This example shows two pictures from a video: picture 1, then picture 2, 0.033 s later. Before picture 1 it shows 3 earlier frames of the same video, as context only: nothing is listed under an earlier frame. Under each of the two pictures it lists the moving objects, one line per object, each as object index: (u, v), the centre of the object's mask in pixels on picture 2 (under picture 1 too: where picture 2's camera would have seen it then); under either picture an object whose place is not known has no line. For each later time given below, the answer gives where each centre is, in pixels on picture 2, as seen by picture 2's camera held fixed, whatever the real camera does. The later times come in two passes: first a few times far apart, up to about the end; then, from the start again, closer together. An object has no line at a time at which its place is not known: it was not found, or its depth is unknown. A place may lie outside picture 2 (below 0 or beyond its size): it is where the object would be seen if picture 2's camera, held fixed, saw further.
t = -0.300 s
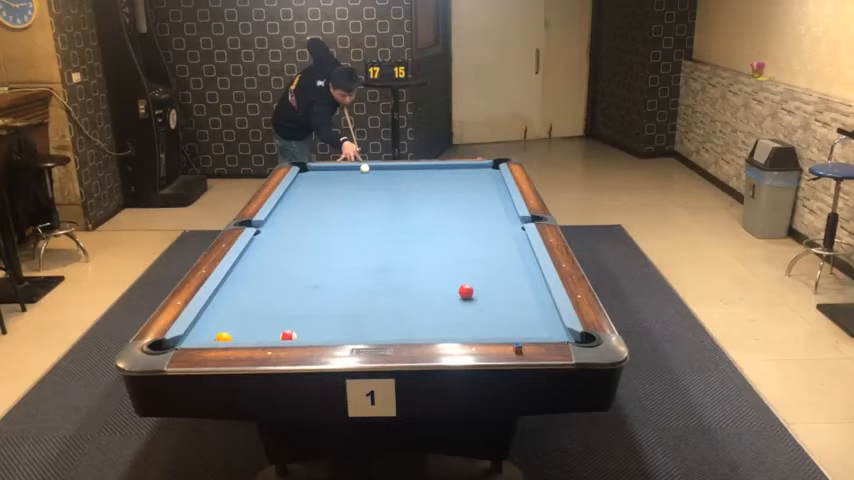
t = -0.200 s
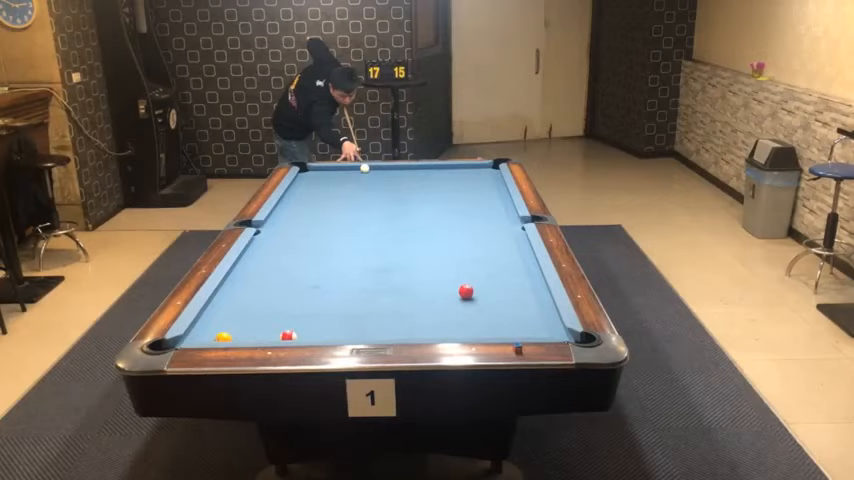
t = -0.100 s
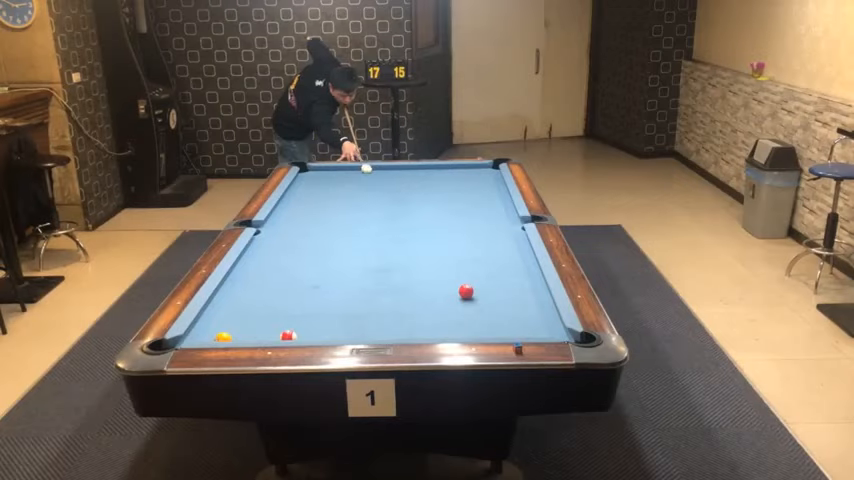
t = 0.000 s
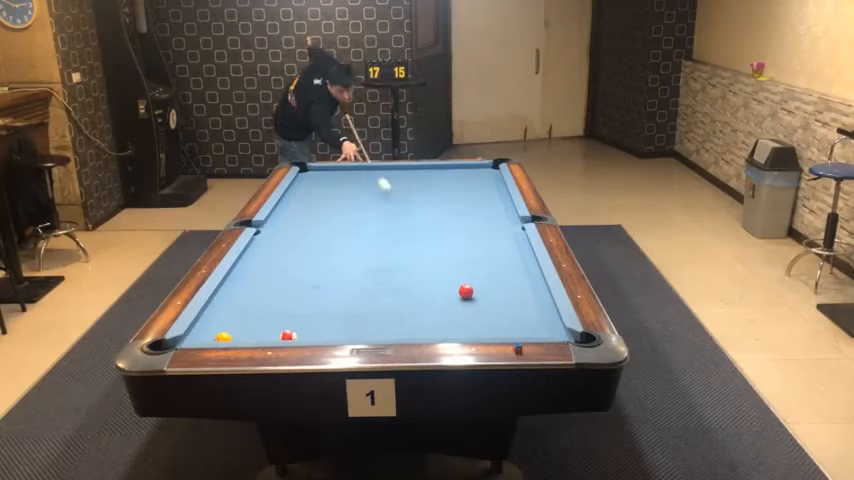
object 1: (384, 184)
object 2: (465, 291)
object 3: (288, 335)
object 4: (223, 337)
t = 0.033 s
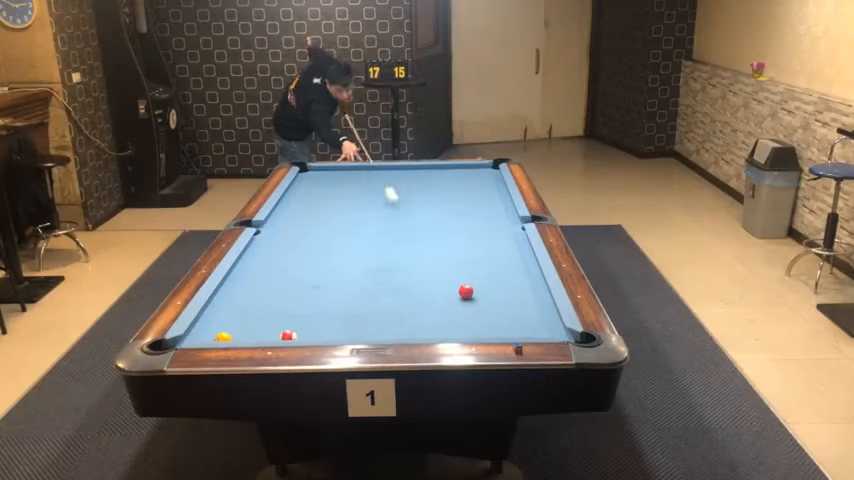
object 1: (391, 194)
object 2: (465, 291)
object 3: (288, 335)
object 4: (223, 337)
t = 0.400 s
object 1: (440, 292)
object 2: (530, 324)
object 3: (288, 335)
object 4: (223, 337)
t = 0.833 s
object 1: (369, 317)
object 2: (491, 247)
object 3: (288, 335)
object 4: (223, 337)
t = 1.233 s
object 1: (303, 336)
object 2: (448, 207)
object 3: (281, 336)
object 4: (223, 337)
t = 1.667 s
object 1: (264, 331)
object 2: (415, 177)
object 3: (240, 336)
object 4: (222, 337)
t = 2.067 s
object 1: (233, 321)
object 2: (373, 174)
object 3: (236, 334)
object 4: (209, 337)
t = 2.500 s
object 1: (205, 317)
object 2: (309, 188)
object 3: (235, 333)
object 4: (197, 337)
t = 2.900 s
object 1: (225, 309)
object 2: (303, 201)
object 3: (235, 333)
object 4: (191, 338)
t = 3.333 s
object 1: (243, 301)
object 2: (331, 214)
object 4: (189, 338)
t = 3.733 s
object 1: (258, 296)
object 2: (360, 226)
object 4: (189, 338)
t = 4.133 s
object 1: (268, 292)
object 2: (389, 239)
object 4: (189, 338)
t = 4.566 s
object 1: (277, 289)
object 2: (424, 255)
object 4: (189, 338)
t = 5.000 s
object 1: (282, 288)
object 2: (460, 272)
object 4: (189, 338)
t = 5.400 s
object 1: (285, 287)
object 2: (496, 288)
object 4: (189, 338)
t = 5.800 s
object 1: (285, 287)
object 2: (535, 305)
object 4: (189, 338)
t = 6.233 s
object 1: (285, 287)
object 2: (542, 319)
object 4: (189, 338)
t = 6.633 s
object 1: (285, 287)
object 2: (530, 327)
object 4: (189, 338)
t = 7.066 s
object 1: (285, 287)
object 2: (518, 332)
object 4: (189, 338)
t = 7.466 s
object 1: (285, 287)
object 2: (509, 331)
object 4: (189, 338)
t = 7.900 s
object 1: (285, 287)
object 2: (503, 329)
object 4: (189, 338)
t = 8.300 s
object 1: (285, 287)
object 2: (501, 328)
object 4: (189, 338)
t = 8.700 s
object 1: (285, 287)
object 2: (501, 328)
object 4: (189, 338)
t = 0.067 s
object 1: (398, 207)
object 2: (465, 291)
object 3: (288, 335)
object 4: (223, 337)
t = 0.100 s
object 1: (406, 216)
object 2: (465, 291)
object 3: (288, 335)
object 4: (223, 337)
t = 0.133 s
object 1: (415, 225)
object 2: (466, 291)
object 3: (288, 335)
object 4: (223, 337)
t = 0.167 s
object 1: (424, 237)
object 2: (466, 291)
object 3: (288, 335)
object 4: (223, 337)
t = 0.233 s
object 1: (444, 264)
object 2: (466, 291)
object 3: (288, 335)
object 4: (223, 337)
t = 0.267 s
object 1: (456, 278)
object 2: (466, 292)
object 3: (288, 335)
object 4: (223, 337)
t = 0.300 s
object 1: (456, 287)
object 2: (479, 302)
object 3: (287, 335)
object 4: (223, 337)
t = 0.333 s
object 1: (451, 289)
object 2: (502, 319)
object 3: (287, 335)
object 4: (223, 337)
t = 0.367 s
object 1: (446, 291)
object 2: (523, 331)
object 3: (287, 335)
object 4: (223, 337)
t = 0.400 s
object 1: (440, 292)
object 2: (530, 324)
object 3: (288, 335)
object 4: (223, 337)
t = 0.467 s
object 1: (430, 296)
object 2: (541, 304)
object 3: (287, 335)
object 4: (223, 337)
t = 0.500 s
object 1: (424, 298)
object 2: (544, 297)
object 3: (287, 335)
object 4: (223, 337)
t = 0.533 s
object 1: (419, 300)
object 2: (537, 290)
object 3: (287, 335)
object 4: (223, 337)
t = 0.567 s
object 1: (414, 302)
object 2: (531, 285)
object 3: (287, 335)
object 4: (223, 337)
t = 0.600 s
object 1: (408, 303)
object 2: (525, 279)
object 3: (287, 335)
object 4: (223, 337)
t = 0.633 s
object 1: (403, 305)
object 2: (520, 274)
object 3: (287, 335)
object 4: (223, 337)
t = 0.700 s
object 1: (392, 309)
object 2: (509, 265)
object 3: (287, 335)
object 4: (223, 337)
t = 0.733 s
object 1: (387, 311)
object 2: (504, 260)
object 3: (288, 335)
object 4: (223, 337)
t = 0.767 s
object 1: (381, 313)
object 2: (500, 256)
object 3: (287, 335)
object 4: (223, 337)
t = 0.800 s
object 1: (375, 315)
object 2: (495, 251)
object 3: (288, 335)
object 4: (223, 337)
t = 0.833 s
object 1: (369, 317)
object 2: (491, 247)
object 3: (288, 335)
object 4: (223, 337)
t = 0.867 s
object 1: (363, 319)
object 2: (486, 243)
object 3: (288, 335)
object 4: (223, 337)
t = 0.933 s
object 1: (352, 323)
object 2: (478, 235)
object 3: (288, 335)
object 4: (223, 337)
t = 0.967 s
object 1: (346, 325)
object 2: (474, 232)
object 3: (288, 335)
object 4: (223, 337)
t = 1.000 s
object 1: (340, 327)
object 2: (471, 229)
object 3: (287, 335)
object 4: (223, 337)
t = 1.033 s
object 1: (334, 329)
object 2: (467, 226)
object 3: (288, 335)
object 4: (223, 337)
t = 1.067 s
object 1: (328, 330)
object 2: (464, 222)
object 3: (288, 335)
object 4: (223, 337)
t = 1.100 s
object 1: (322, 331)
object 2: (460, 220)
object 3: (287, 335)
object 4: (223, 337)
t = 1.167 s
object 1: (310, 334)
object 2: (454, 213)
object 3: (288, 335)
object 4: (223, 337)
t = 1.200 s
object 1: (305, 335)
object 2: (451, 210)
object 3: (286, 335)
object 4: (223, 337)
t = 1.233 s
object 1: (303, 336)
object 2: (448, 207)
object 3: (281, 336)
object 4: (223, 337)
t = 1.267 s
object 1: (301, 335)
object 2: (445, 205)
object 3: (277, 336)
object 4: (223, 337)
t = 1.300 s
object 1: (297, 334)
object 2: (442, 202)
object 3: (273, 336)
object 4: (223, 337)
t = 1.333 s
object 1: (294, 334)
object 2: (439, 199)
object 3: (268, 336)
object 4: (223, 337)
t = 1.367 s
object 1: (291, 334)
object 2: (437, 197)
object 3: (265, 336)
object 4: (223, 337)
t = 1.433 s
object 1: (285, 333)
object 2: (431, 192)
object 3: (260, 336)
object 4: (223, 337)
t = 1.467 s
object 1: (282, 333)
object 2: (428, 190)
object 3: (258, 336)
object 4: (223, 337)
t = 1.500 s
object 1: (279, 333)
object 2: (426, 187)
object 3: (254, 336)
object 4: (223, 337)
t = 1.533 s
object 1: (276, 332)
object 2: (424, 185)
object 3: (252, 336)
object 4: (223, 337)
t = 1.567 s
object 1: (273, 332)
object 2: (421, 182)
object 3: (249, 336)
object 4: (223, 337)
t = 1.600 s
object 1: (270, 331)
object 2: (420, 181)
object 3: (246, 336)
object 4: (223, 337)
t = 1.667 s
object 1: (264, 331)
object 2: (415, 177)
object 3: (240, 336)
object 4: (222, 337)
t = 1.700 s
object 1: (262, 330)
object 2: (413, 175)
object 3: (240, 335)
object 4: (222, 337)
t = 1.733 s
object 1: (259, 330)
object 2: (411, 173)
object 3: (239, 335)
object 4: (221, 337)
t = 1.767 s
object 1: (256, 329)
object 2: (409, 171)
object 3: (238, 335)
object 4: (219, 337)
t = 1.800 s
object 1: (254, 328)
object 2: (407, 169)
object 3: (238, 335)
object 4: (218, 337)
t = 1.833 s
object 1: (251, 328)
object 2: (405, 167)
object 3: (237, 335)
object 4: (217, 337)
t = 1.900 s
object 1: (247, 325)
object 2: (396, 169)
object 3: (237, 334)
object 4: (215, 337)
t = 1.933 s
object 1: (244, 324)
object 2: (392, 169)
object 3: (237, 334)
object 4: (213, 337)
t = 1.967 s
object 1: (241, 322)
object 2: (387, 170)
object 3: (237, 334)
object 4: (212, 337)
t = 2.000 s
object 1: (239, 322)
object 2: (383, 171)
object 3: (236, 334)
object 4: (211, 337)
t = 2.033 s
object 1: (236, 322)
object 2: (378, 172)
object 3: (235, 334)
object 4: (210, 337)
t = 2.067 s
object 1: (233, 321)
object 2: (373, 174)
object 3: (236, 334)
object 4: (209, 337)
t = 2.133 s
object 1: (228, 321)
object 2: (364, 176)
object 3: (236, 334)
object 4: (206, 337)
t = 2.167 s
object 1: (226, 321)
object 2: (359, 177)
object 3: (236, 334)
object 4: (205, 337)
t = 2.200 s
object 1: (223, 321)
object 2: (355, 178)
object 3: (235, 334)
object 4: (205, 337)
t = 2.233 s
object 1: (221, 320)
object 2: (350, 180)
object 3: (235, 334)
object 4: (204, 337)
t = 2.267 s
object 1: (219, 320)
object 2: (345, 180)
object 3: (235, 334)
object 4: (203, 337)
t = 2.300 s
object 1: (217, 320)
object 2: (340, 181)
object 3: (235, 333)
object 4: (202, 337)
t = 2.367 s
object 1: (212, 319)
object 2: (330, 184)
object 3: (235, 333)
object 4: (200, 337)
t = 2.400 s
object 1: (209, 318)
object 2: (325, 185)
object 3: (235, 333)
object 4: (200, 337)
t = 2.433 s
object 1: (207, 318)
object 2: (320, 186)
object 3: (235, 333)
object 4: (198, 337)
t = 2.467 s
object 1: (205, 317)
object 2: (315, 187)
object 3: (235, 333)
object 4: (198, 337)
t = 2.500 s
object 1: (205, 317)
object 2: (309, 188)
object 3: (235, 333)
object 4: (197, 337)
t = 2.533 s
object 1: (207, 316)
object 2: (305, 189)
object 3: (235, 332)
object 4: (197, 337)
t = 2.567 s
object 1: (209, 315)
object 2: (299, 190)
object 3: (235, 332)
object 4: (197, 337)
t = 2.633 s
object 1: (212, 314)
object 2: (289, 193)
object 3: (235, 332)
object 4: (196, 338)
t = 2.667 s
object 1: (214, 313)
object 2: (289, 194)
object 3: (235, 332)
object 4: (195, 337)
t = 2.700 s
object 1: (216, 312)
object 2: (291, 194)
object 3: (235, 332)
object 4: (195, 337)
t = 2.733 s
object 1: (217, 312)
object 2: (293, 196)
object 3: (235, 332)
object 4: (193, 337)
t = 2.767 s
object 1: (219, 311)
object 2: (295, 197)
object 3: (235, 332)
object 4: (193, 337)
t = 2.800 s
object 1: (220, 311)
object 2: (297, 197)
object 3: (235, 332)
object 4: (193, 338)
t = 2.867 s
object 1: (224, 309)
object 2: (301, 199)
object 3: (235, 332)
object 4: (192, 338)
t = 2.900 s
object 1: (225, 309)
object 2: (303, 201)
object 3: (235, 333)
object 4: (191, 338)
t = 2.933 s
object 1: (227, 308)
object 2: (305, 201)
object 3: (235, 333)
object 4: (191, 338)
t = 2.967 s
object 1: (228, 307)
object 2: (308, 202)
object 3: (235, 333)
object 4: (191, 338)
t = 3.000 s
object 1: (230, 307)
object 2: (310, 204)
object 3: (235, 332)
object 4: (191, 338)
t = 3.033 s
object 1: (231, 306)
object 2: (312, 204)
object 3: (235, 333)
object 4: (191, 338)
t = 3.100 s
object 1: (234, 305)
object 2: (316, 206)
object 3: (235, 332)
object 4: (190, 338)
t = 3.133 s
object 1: (236, 304)
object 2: (318, 207)
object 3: (235, 332)
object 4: (190, 338)
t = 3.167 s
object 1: (237, 304)
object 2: (320, 208)
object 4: (189, 338)
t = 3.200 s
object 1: (238, 303)
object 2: (323, 209)
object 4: (189, 338)
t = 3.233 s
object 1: (239, 303)
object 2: (325, 210)
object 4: (189, 338)
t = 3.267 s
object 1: (241, 302)
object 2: (327, 212)
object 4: (189, 338)
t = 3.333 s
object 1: (243, 301)
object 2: (331, 214)
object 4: (189, 338)
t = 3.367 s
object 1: (245, 301)
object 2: (334, 215)
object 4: (189, 338)
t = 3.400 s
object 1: (246, 301)
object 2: (336, 216)
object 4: (189, 338)
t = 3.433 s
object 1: (247, 300)
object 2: (338, 217)
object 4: (189, 338)
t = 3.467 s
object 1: (248, 300)
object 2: (341, 217)
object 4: (189, 338)
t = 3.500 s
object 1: (250, 299)
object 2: (343, 219)
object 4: (189, 338)
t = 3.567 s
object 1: (252, 298)
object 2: (348, 221)
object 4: (189, 338)
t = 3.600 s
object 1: (253, 298)
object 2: (350, 222)
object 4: (189, 338)
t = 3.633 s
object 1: (254, 298)
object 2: (352, 223)
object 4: (189, 338)
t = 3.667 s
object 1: (255, 297)
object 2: (355, 224)
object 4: (189, 338)
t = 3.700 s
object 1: (256, 297)
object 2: (357, 225)
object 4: (189, 338)
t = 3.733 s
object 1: (258, 296)
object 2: (360, 226)
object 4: (189, 338)
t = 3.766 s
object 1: (258, 296)
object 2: (362, 227)
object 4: (189, 338)
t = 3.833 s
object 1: (260, 295)
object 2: (367, 230)
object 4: (189, 338)
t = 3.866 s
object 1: (261, 295)
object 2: (369, 230)
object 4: (189, 338)
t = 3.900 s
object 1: (262, 295)
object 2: (371, 232)
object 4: (189, 338)
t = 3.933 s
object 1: (263, 294)
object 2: (374, 233)
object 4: (189, 338)
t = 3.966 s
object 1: (264, 294)
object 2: (376, 234)
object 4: (189, 338)
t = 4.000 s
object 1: (265, 294)
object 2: (379, 235)
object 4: (189, 338)
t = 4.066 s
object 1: (267, 293)
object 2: (384, 237)
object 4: (189, 338)
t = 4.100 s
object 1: (268, 293)
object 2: (387, 239)
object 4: (189, 338)
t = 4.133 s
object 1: (268, 292)
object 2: (389, 239)
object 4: (189, 338)
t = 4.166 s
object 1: (269, 292)
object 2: (392, 241)
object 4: (189, 338)
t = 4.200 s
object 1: (270, 292)
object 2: (394, 242)
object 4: (189, 338)
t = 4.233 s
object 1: (270, 292)
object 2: (397, 243)
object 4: (189, 338)
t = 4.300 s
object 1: (272, 291)
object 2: (402, 246)
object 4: (189, 338)
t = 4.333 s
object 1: (272, 291)
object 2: (405, 247)
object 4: (189, 338)
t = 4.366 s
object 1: (273, 291)
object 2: (407, 248)
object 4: (189, 338)
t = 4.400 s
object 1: (274, 290)
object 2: (410, 249)
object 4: (189, 338)
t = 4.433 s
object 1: (275, 290)
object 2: (413, 250)
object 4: (189, 338)
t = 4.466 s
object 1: (275, 290)
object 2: (415, 252)
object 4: (189, 338)
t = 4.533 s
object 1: (277, 289)
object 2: (421, 254)
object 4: (189, 338)
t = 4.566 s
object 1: (277, 289)
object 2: (424, 255)
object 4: (189, 338)
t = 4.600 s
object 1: (278, 289)
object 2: (426, 256)
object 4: (189, 338)
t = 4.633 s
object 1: (278, 289)
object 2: (429, 258)
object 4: (189, 338)
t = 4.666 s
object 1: (279, 289)
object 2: (432, 259)
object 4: (189, 338)
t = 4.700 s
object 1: (279, 289)
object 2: (435, 261)
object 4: (189, 338)
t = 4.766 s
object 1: (280, 288)
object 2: (440, 263)
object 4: (189, 338)
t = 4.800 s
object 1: (280, 288)
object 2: (443, 264)
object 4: (189, 338)
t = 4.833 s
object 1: (281, 288)
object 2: (446, 265)
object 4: (189, 338)
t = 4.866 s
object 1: (281, 288)
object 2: (449, 267)
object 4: (189, 338)
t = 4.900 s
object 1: (282, 288)
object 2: (452, 268)
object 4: (189, 338)
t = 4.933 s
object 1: (282, 288)
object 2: (455, 269)
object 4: (189, 338)
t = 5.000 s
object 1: (282, 288)
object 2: (460, 272)
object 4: (189, 338)
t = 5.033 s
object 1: (283, 287)
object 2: (463, 273)
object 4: (189, 338)
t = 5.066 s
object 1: (283, 287)
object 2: (466, 274)
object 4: (189, 338)
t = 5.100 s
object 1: (283, 287)
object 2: (469, 276)
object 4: (189, 338)
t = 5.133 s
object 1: (283, 287)
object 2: (472, 277)
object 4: (189, 338)
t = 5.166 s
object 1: (284, 287)
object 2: (475, 279)
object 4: (189, 338)
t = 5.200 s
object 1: (284, 287)
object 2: (478, 280)
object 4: (189, 338)
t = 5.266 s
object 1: (284, 287)
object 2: (484, 283)
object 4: (189, 338)
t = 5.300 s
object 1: (285, 287)
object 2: (487, 284)
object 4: (189, 338)
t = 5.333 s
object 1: (285, 287)
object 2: (490, 285)
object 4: (189, 338)
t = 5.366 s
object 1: (285, 287)
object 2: (494, 287)
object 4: (189, 338)
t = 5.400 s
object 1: (285, 287)
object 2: (496, 288)
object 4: (189, 338)
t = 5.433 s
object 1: (285, 287)
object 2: (500, 289)
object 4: (189, 338)
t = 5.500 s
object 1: (285, 287)
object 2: (506, 292)
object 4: (189, 338)
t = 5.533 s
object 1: (285, 287)
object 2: (509, 294)
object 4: (189, 338)
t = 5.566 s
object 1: (285, 287)
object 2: (512, 295)
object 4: (189, 338)
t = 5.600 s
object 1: (285, 287)
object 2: (516, 297)
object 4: (189, 338)
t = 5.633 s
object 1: (285, 287)
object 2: (519, 299)
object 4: (189, 338)
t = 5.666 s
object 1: (285, 287)
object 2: (522, 300)
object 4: (189, 338)
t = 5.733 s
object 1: (285, 287)
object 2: (529, 302)
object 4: (189, 338)
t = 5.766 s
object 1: (285, 287)
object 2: (532, 304)
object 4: (189, 338)
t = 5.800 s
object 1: (285, 287)
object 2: (535, 305)
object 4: (189, 338)
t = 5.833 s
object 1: (285, 287)
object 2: (538, 307)
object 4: (189, 338)
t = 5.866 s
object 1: (285, 287)
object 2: (542, 309)
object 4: (189, 338)
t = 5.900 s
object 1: (285, 287)
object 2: (545, 310)
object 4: (189, 338)
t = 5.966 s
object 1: (285, 287)
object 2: (550, 312)
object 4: (189, 338)
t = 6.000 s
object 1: (285, 287)
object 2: (549, 313)
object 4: (189, 338)
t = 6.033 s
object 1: (285, 287)
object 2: (548, 314)
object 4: (189, 338)
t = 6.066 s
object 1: (285, 287)
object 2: (547, 315)
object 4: (189, 338)
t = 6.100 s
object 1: (285, 287)
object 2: (546, 316)
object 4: (189, 338)
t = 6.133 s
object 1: (285, 287)
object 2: (545, 316)
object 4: (189, 338)
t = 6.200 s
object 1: (285, 287)
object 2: (543, 318)
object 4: (189, 338)
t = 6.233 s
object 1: (285, 287)
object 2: (542, 319)
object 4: (189, 338)
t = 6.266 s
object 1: (285, 287)
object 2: (541, 320)
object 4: (189, 338)
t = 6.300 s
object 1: (285, 287)
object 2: (540, 320)
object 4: (189, 338)
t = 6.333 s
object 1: (285, 287)
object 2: (539, 321)
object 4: (189, 338)
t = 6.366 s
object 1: (285, 287)
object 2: (538, 322)
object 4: (189, 338)
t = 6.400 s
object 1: (285, 287)
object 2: (537, 323)
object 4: (189, 338)
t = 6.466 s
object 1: (285, 287)
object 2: (535, 325)
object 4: (189, 338)
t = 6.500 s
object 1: (285, 287)
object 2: (534, 325)
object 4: (189, 338)
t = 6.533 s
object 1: (285, 287)
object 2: (533, 326)
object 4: (189, 338)
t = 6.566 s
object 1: (285, 287)
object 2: (532, 326)
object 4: (189, 338)
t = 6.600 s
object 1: (285, 287)
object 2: (531, 327)
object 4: (189, 338)
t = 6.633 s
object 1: (285, 287)
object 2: (530, 327)
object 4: (189, 338)
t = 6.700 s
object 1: (285, 287)
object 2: (528, 328)
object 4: (189, 338)
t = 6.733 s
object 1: (285, 287)
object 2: (527, 329)
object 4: (189, 338)
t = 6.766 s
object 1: (285, 287)
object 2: (526, 329)
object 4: (189, 338)
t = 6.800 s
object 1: (285, 287)
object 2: (525, 329)
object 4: (189, 338)
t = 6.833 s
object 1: (285, 287)
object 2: (524, 330)
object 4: (189, 338)
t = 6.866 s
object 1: (285, 287)
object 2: (523, 330)
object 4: (189, 338)
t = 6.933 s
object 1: (285, 287)
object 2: (521, 331)
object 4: (189, 338)
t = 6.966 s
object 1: (285, 287)
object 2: (520, 331)
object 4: (189, 338)
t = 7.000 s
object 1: (285, 287)
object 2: (519, 332)
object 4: (189, 338)
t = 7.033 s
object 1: (285, 287)
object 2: (518, 332)
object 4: (189, 338)
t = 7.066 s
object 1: (285, 287)
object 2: (518, 332)
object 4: (189, 338)
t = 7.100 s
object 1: (285, 287)
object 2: (517, 332)
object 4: (189, 338)
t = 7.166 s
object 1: (285, 287)
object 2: (515, 332)
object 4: (189, 338)
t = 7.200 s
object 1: (285, 287)
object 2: (515, 332)
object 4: (189, 338)
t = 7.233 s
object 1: (285, 287)
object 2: (514, 331)
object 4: (189, 338)
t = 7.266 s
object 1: (285, 287)
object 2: (513, 331)
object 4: (189, 338)
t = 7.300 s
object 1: (285, 287)
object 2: (512, 331)
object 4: (189, 338)
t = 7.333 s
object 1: (285, 287)
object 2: (512, 331)
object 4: (189, 338)
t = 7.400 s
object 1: (285, 287)
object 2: (510, 331)
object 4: (189, 338)
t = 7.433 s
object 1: (285, 287)
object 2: (509, 331)
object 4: (189, 338)
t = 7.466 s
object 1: (285, 287)
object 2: (509, 331)
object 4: (189, 338)
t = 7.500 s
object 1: (285, 287)
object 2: (509, 330)
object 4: (189, 338)
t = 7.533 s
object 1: (285, 287)
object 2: (508, 330)
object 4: (189, 338)
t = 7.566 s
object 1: (285, 287)
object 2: (508, 330)
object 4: (189, 338)
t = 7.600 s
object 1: (285, 287)
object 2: (507, 330)
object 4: (189, 338)
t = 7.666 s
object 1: (285, 287)
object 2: (506, 330)
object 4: (189, 338)
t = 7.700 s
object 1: (285, 287)
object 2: (505, 330)
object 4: (189, 338)
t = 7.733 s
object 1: (285, 287)
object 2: (505, 329)
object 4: (189, 338)
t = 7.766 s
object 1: (285, 287)
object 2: (505, 329)
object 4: (189, 338)
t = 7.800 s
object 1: (285, 287)
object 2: (504, 329)
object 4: (189, 338)
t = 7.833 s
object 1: (285, 287)
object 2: (504, 329)
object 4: (189, 338)
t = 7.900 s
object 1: (285, 287)
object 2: (503, 329)
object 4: (189, 338)
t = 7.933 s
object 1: (285, 287)
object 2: (503, 329)
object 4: (189, 338)
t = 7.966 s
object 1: (285, 287)
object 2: (503, 329)
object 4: (189, 338)
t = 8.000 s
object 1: (285, 287)
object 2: (502, 329)
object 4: (189, 338)
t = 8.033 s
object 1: (285, 287)
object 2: (502, 329)
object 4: (189, 338)
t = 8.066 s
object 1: (285, 287)
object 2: (502, 329)
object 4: (189, 338)
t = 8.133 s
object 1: (285, 287)
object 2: (502, 328)
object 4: (189, 338)
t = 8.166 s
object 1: (285, 287)
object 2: (502, 328)
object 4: (189, 338)
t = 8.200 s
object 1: (285, 287)
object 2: (501, 328)
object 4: (189, 338)
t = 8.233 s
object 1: (285, 287)
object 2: (501, 328)
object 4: (189, 338)
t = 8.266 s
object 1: (285, 287)
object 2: (501, 328)
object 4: (189, 338)
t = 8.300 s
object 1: (285, 287)
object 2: (501, 328)
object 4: (189, 338)
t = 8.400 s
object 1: (285, 287)
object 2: (501, 328)
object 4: (189, 338)
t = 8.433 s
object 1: (285, 287)
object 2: (501, 328)
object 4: (189, 338)
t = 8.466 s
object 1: (285, 287)
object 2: (501, 328)
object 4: (189, 338)
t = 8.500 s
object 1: (285, 287)
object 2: (501, 328)
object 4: (189, 338)
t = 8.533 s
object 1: (285, 287)
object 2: (501, 328)
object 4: (189, 338)
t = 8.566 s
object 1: (285, 287)
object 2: (501, 328)
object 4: (189, 338)
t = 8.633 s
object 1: (285, 287)
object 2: (501, 328)
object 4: (189, 338)
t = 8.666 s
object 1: (285, 287)
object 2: (501, 328)
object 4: (189, 338)
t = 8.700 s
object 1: (285, 287)
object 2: (501, 328)
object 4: (189, 338)
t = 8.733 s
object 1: (285, 287)
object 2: (501, 328)
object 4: (189, 338)
